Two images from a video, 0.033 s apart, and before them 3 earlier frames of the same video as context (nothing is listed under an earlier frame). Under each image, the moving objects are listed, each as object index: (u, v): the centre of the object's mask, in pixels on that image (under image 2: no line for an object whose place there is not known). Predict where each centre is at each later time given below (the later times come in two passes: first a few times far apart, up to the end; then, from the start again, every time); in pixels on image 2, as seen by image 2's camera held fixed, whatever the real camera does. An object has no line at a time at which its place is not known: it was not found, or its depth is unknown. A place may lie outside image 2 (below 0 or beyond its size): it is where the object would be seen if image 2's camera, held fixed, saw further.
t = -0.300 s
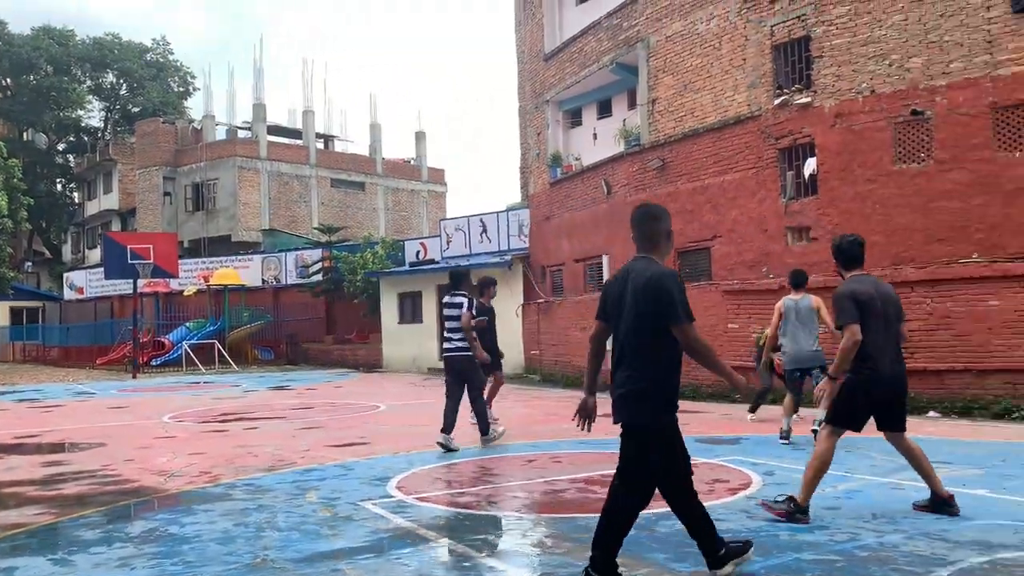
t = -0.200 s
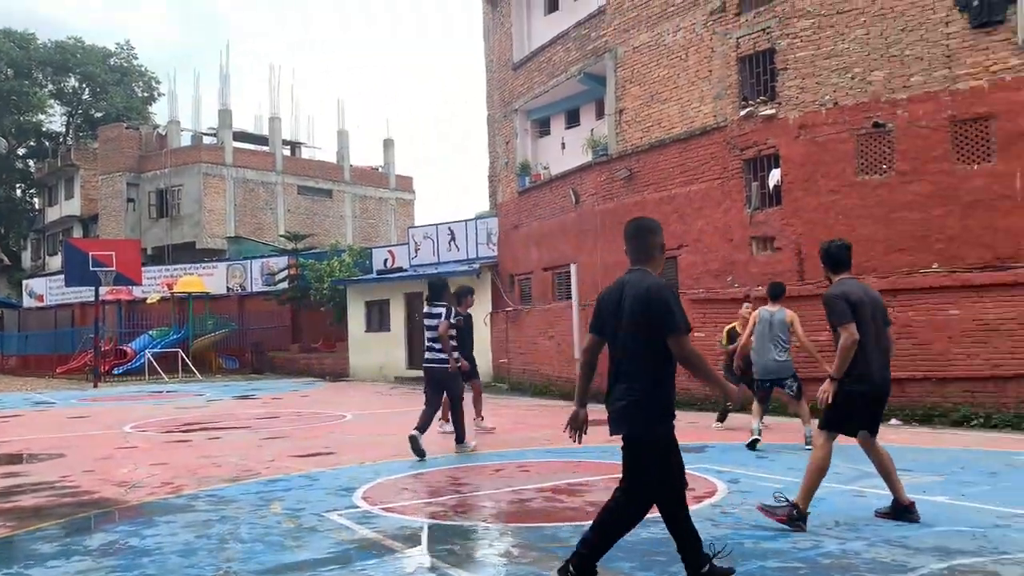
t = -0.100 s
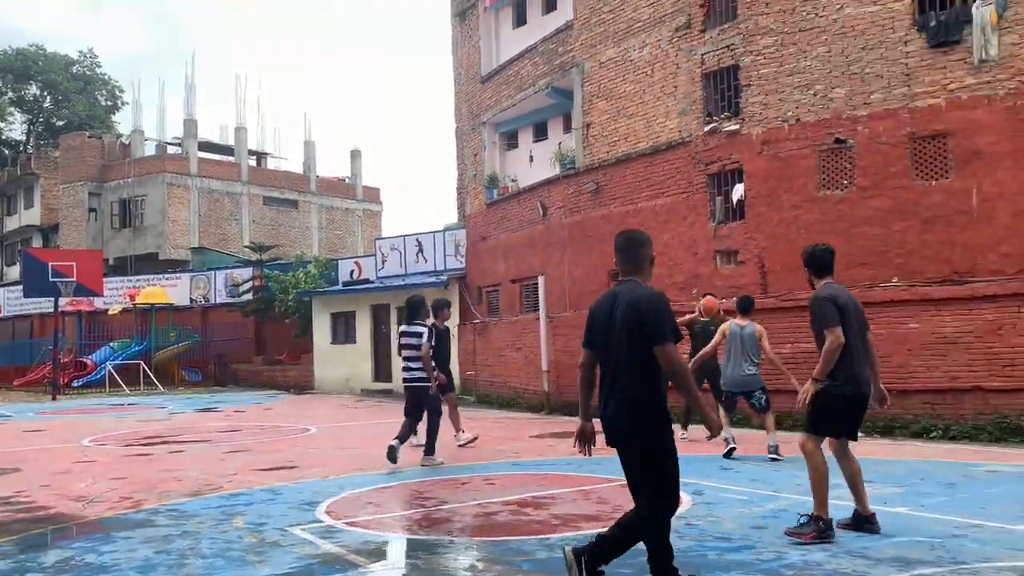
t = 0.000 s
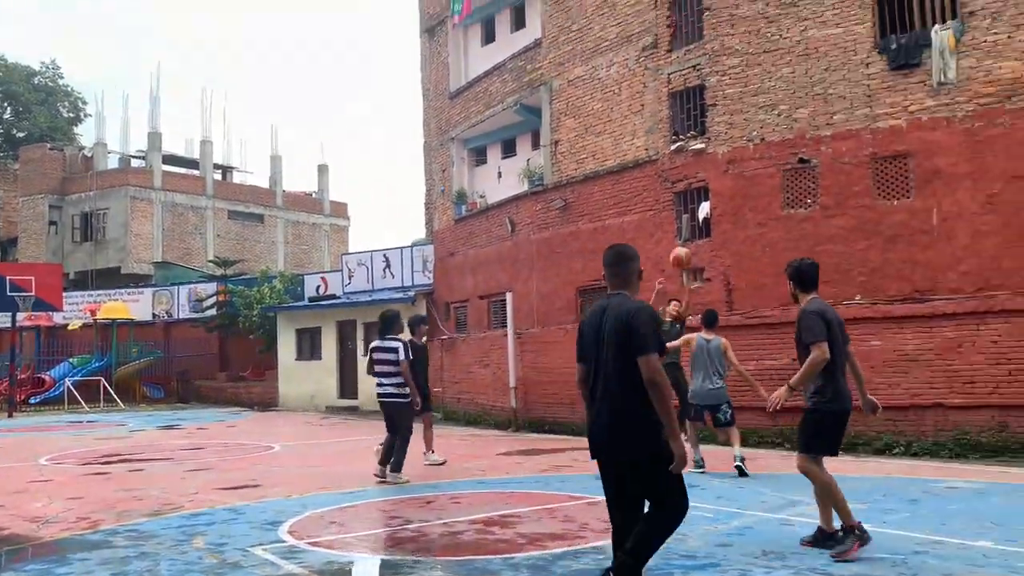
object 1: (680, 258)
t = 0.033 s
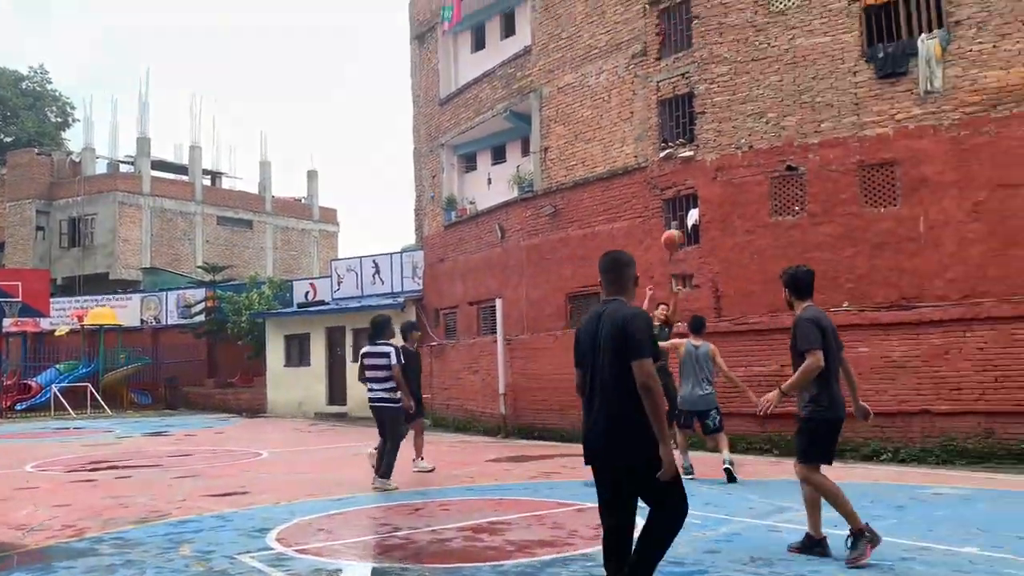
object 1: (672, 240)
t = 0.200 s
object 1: (687, 127)
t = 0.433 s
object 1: (718, -19)
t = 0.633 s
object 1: (752, -125)
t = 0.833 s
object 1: (803, -207)
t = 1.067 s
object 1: (897, -256)
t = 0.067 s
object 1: (674, 216)
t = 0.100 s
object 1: (677, 193)
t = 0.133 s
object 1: (681, 170)
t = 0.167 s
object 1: (685, 149)
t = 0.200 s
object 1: (687, 127)
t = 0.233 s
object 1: (691, 104)
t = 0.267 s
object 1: (696, 82)
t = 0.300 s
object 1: (699, 62)
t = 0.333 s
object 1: (703, 42)
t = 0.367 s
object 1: (709, 21)
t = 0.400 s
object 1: (712, 1)
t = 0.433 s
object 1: (718, -19)
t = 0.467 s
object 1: (723, -38)
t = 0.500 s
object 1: (727, -57)
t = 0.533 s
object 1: (734, -74)
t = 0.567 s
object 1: (741, -92)
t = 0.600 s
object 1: (747, -109)
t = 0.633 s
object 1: (752, -125)
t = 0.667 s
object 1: (760, -141)
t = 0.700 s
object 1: (769, -155)
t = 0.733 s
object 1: (776, -169)
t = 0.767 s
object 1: (784, -183)
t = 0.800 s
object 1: (793, -196)
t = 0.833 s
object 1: (803, -207)
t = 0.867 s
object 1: (814, -214)
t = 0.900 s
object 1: (823, -219)
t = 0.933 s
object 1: (837, -226)
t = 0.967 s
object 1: (855, -242)
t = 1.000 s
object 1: (867, -249)
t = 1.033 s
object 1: (880, -253)
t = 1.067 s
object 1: (897, -256)
